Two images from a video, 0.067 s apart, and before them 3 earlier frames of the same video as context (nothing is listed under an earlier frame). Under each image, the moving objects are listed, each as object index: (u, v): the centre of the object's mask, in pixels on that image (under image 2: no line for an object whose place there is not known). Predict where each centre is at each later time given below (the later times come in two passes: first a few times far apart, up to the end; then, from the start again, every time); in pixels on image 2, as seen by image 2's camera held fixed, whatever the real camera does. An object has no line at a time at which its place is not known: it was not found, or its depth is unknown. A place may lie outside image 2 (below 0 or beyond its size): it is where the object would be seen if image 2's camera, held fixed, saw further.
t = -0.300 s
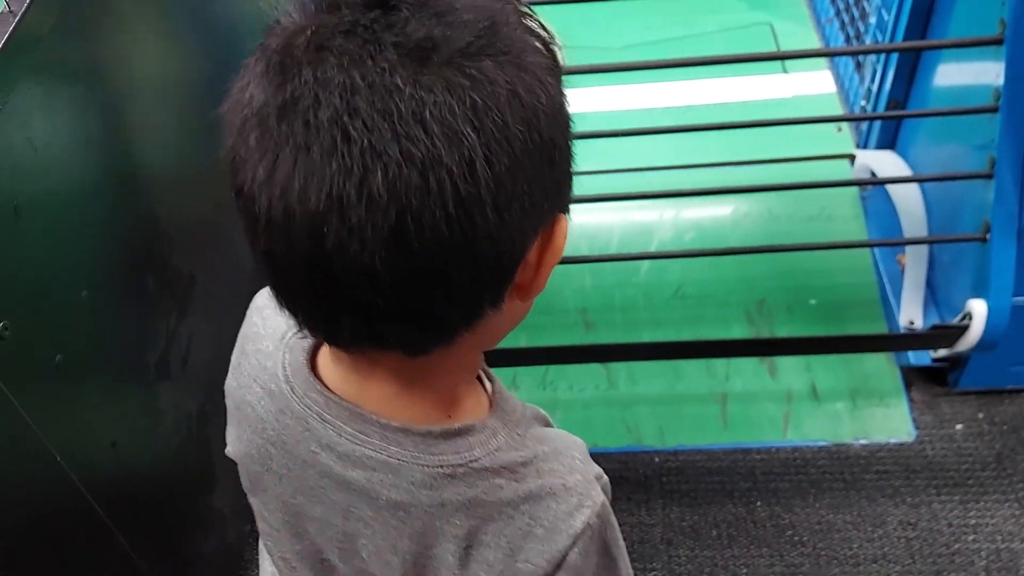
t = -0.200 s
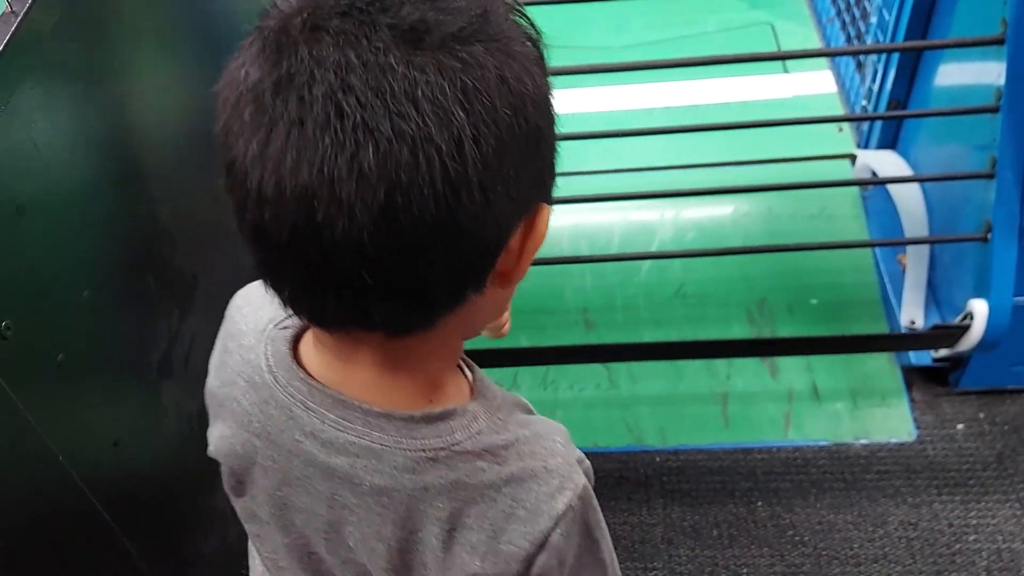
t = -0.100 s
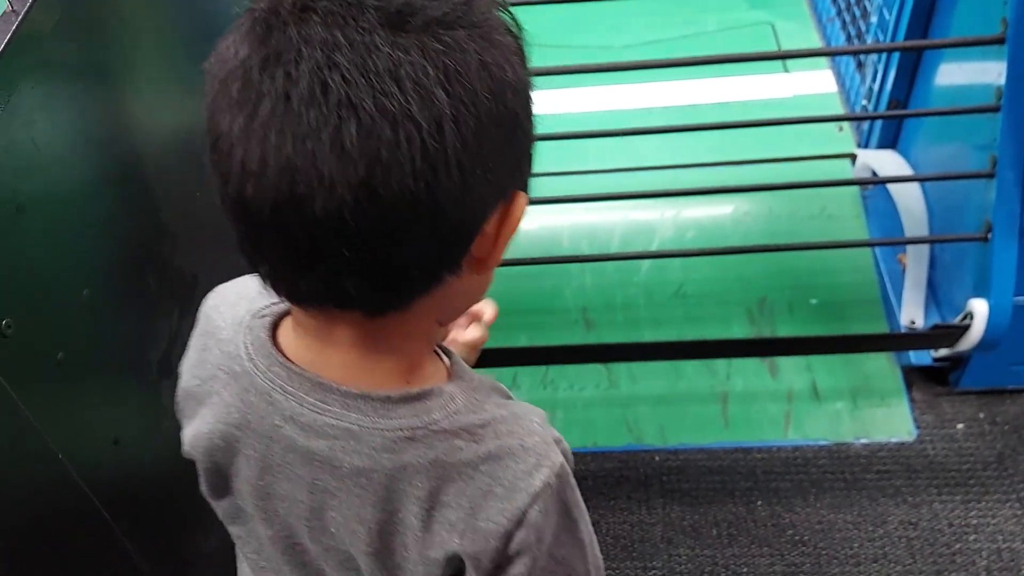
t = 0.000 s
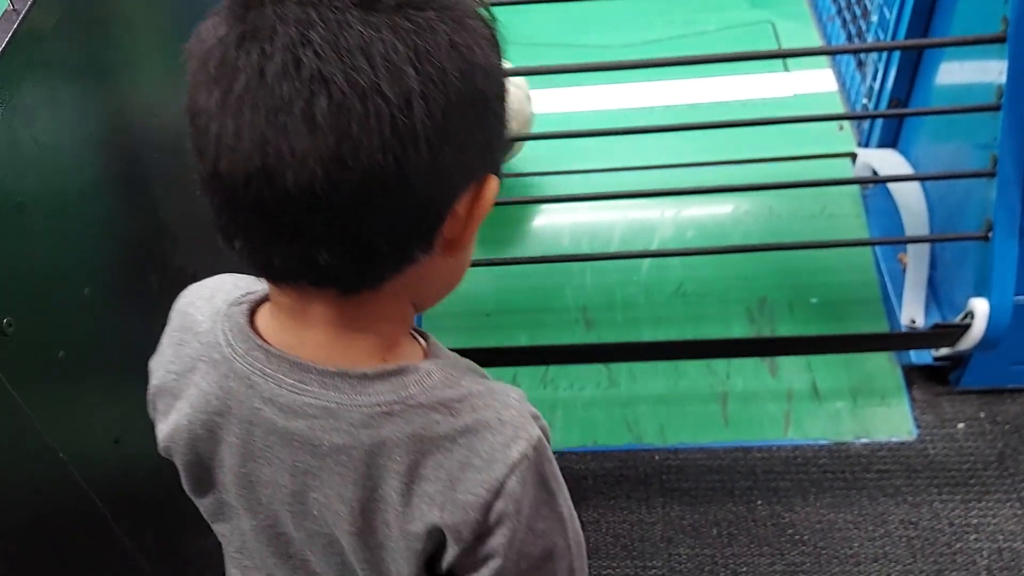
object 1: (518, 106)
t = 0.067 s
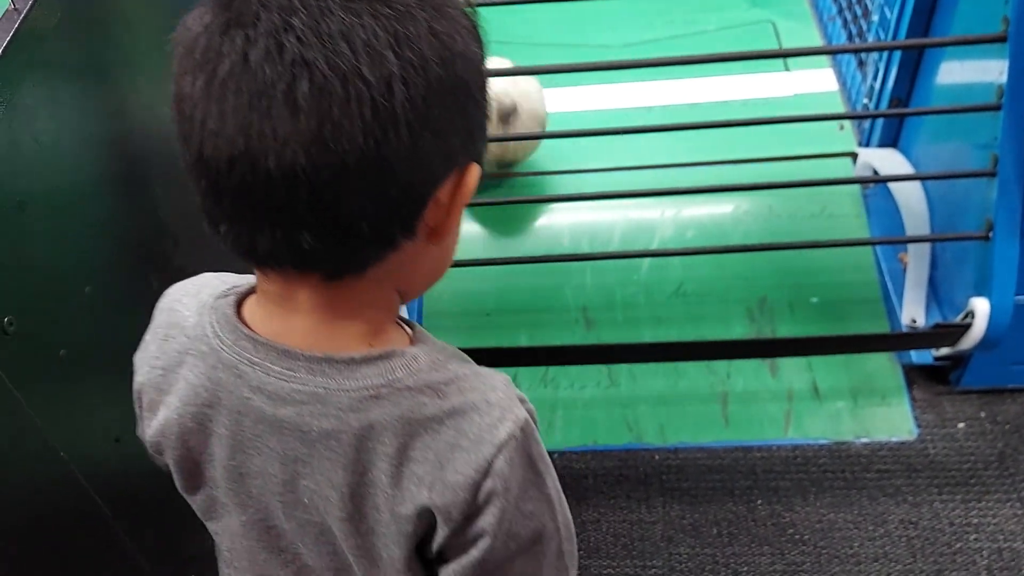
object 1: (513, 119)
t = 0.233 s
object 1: (515, 121)
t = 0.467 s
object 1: (546, 150)
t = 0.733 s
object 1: (590, 202)
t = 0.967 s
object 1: (646, 303)
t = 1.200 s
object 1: (674, 306)
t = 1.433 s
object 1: (688, 320)
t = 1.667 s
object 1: (698, 318)
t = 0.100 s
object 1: (511, 128)
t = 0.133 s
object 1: (511, 129)
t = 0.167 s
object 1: (512, 122)
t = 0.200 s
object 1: (513, 120)
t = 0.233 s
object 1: (515, 121)
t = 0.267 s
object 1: (520, 126)
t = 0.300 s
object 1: (524, 132)
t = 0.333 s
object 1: (529, 142)
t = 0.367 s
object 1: (532, 140)
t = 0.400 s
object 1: (536, 140)
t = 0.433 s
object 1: (541, 141)
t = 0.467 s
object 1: (546, 150)
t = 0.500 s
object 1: (552, 156)
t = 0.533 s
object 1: (559, 154)
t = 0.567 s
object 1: (567, 154)
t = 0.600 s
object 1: (572, 168)
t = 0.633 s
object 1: (578, 185)
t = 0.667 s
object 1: (582, 191)
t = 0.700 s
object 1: (587, 193)
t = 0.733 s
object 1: (590, 202)
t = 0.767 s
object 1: (596, 212)
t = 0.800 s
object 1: (603, 241)
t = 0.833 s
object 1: (611, 249)
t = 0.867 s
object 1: (619, 265)
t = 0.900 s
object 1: (628, 286)
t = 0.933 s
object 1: (638, 300)
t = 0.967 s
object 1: (646, 303)
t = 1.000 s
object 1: (654, 310)
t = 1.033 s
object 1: (661, 317)
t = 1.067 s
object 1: (665, 314)
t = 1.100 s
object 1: (666, 305)
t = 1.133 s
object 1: (669, 329)
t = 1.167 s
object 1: (672, 325)
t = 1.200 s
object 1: (674, 306)
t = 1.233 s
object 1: (676, 323)
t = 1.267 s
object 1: (679, 322)
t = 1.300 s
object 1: (681, 322)
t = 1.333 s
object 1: (683, 321)
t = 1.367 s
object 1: (685, 321)
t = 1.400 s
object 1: (687, 319)
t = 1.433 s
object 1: (688, 320)
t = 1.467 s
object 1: (690, 319)
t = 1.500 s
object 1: (691, 319)
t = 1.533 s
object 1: (692, 319)
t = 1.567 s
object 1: (693, 319)
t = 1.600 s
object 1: (694, 319)
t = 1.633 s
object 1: (695, 318)
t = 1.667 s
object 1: (698, 318)
